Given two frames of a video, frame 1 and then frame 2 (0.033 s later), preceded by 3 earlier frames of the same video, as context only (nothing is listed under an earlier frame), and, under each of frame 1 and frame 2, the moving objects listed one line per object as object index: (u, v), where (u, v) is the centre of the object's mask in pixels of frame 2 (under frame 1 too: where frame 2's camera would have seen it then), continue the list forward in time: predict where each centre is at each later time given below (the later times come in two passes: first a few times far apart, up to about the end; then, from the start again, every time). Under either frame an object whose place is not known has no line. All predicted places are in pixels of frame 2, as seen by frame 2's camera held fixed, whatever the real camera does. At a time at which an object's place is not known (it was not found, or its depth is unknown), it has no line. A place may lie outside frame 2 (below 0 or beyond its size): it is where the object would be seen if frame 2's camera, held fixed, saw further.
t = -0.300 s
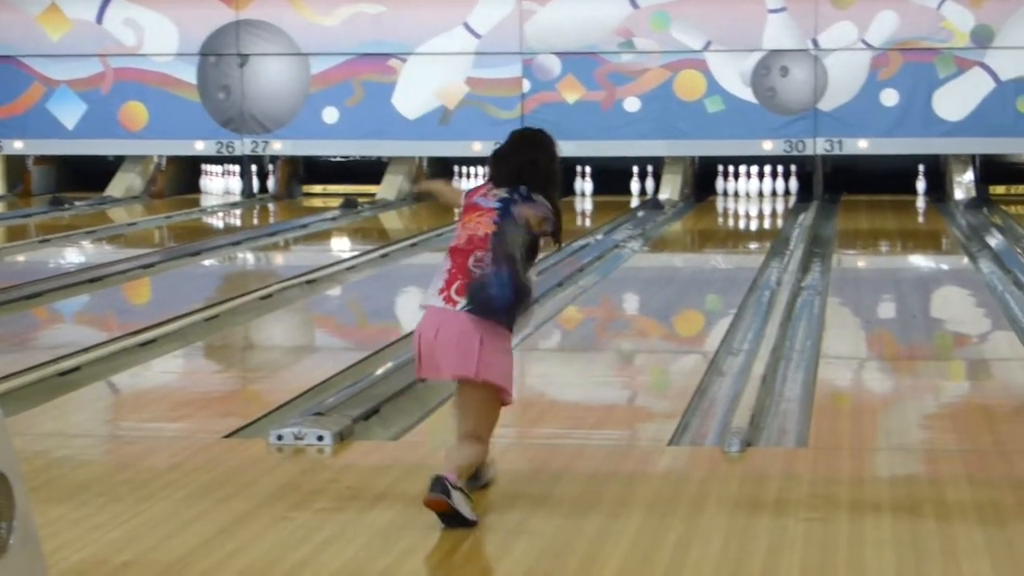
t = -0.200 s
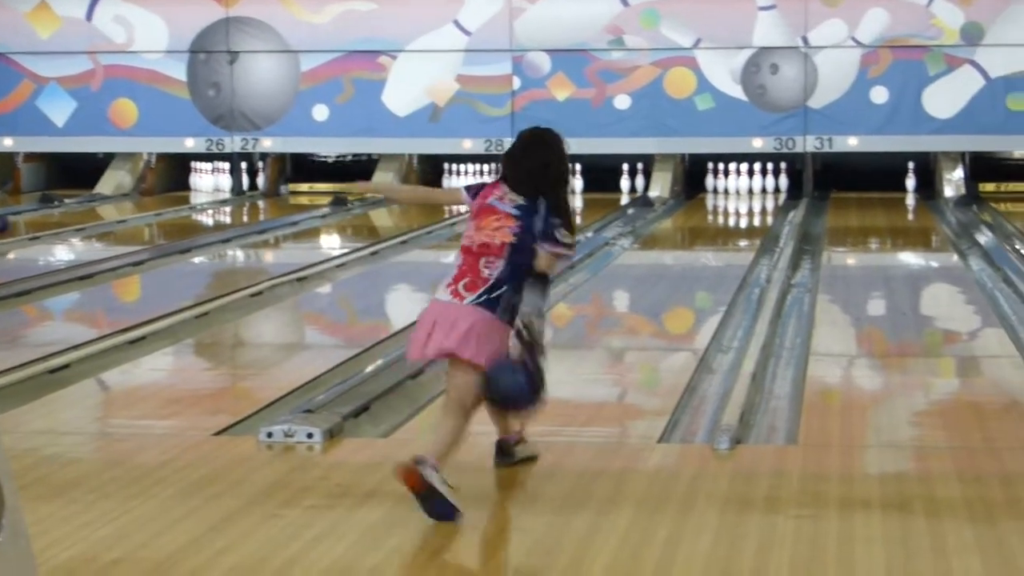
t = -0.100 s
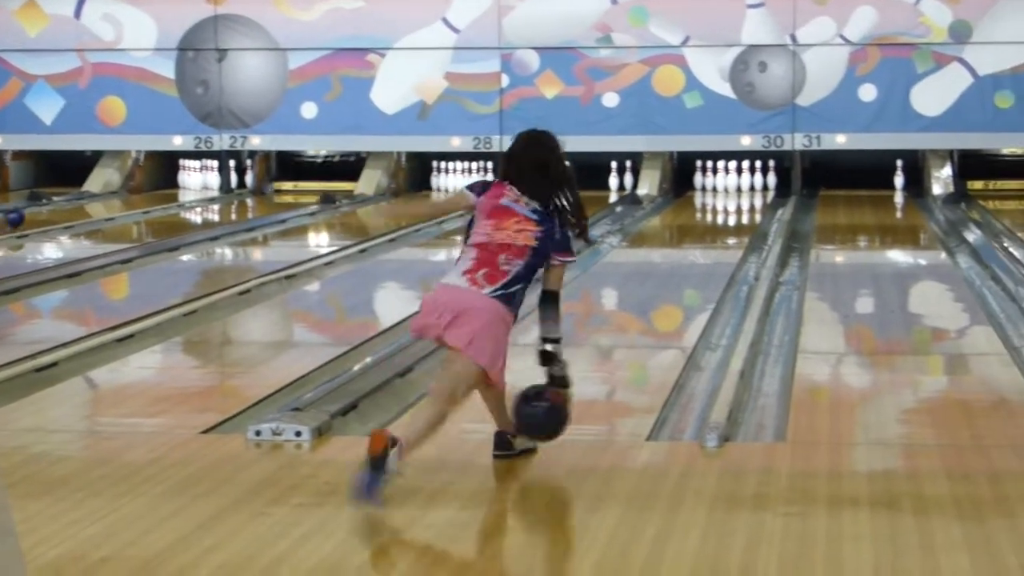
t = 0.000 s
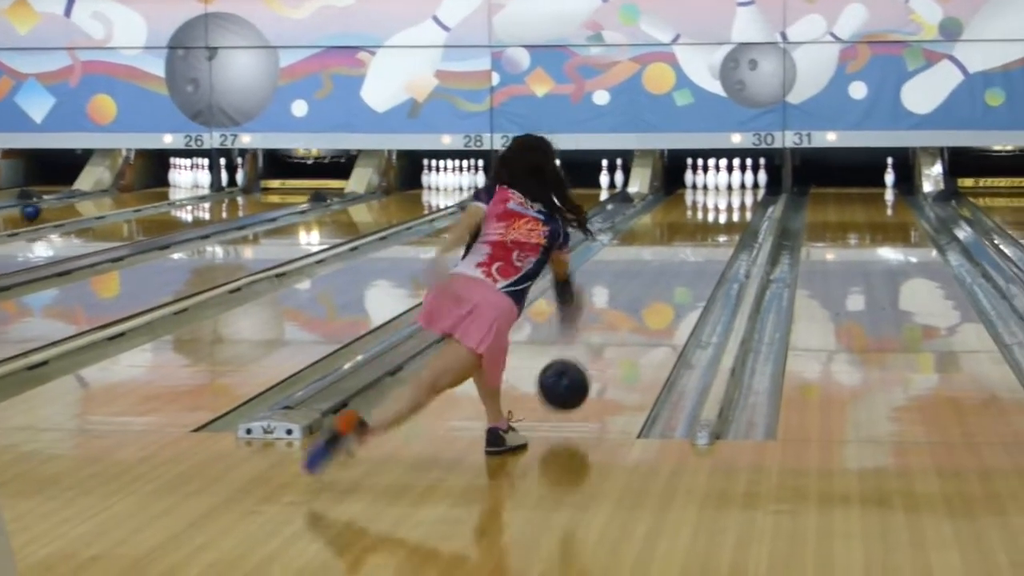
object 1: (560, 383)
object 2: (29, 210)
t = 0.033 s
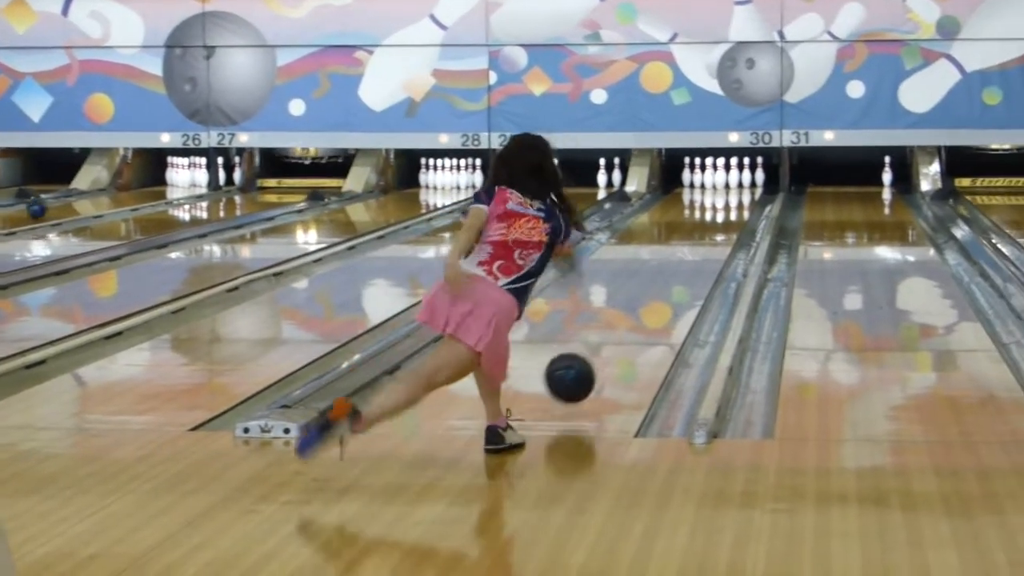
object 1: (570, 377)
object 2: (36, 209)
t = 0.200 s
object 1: (607, 351)
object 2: (72, 201)
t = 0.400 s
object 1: (640, 316)
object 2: (111, 194)
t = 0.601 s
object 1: (665, 289)
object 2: (142, 189)
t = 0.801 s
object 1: (684, 267)
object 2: (168, 183)
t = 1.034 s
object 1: (701, 248)
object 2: (189, 179)
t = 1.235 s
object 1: (712, 234)
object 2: (194, 177)
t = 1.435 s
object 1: (721, 222)
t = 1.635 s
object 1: (727, 212)
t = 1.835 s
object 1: (731, 204)
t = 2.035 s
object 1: (734, 197)
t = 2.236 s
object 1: (733, 190)
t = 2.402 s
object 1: (732, 186)
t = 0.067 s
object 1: (578, 374)
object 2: (44, 207)
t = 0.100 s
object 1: (586, 373)
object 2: (52, 205)
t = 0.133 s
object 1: (593, 363)
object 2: (58, 203)
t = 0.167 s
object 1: (600, 357)
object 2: (65, 203)
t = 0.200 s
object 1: (607, 351)
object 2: (72, 201)
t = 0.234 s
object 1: (613, 345)
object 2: (79, 200)
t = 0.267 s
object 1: (619, 338)
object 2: (85, 198)
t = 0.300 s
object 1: (625, 332)
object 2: (92, 198)
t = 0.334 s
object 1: (630, 327)
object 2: (99, 196)
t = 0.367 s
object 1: (635, 321)
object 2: (105, 195)
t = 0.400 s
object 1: (640, 316)
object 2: (111, 194)
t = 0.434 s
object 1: (645, 311)
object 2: (116, 193)
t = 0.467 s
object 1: (649, 306)
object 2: (120, 192)
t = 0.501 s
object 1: (653, 301)
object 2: (127, 191)
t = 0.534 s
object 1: (657, 297)
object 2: (132, 191)
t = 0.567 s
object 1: (661, 292)
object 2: (137, 190)
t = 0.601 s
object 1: (665, 289)
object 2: (142, 189)
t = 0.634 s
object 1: (668, 285)
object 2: (146, 188)
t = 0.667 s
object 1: (672, 281)
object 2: (151, 186)
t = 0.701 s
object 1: (675, 277)
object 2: (156, 187)
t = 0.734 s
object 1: (678, 274)
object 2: (160, 185)
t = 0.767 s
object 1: (681, 271)
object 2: (164, 184)
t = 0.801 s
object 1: (684, 267)
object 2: (168, 183)
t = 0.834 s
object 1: (687, 264)
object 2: (172, 181)
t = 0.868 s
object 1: (690, 261)
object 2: (175, 181)
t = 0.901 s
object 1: (692, 258)
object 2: (179, 180)
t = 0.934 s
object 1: (694, 256)
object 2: (182, 179)
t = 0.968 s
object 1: (697, 253)
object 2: (184, 179)
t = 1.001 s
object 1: (699, 250)
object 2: (188, 178)
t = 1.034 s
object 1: (701, 248)
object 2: (189, 179)
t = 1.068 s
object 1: (703, 245)
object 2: (191, 178)
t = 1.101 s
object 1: (705, 243)
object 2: (191, 178)
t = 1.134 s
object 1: (707, 241)
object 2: (191, 177)
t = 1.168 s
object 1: (709, 238)
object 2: (192, 178)
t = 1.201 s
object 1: (711, 236)
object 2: (193, 178)
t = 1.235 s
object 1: (712, 234)
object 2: (194, 177)
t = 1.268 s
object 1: (714, 232)
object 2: (195, 178)
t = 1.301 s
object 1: (715, 230)
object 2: (196, 179)
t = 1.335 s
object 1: (717, 227)
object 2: (197, 179)
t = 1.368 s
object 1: (719, 225)
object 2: (197, 181)
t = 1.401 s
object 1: (720, 223)
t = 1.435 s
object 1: (721, 222)
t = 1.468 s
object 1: (722, 221)
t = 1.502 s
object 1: (723, 219)
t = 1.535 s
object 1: (724, 217)
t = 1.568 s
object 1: (725, 215)
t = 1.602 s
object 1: (726, 214)
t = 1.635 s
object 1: (727, 212)
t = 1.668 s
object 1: (728, 210)
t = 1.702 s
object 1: (729, 209)
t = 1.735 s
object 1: (730, 208)
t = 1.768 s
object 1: (730, 206)
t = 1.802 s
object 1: (731, 205)
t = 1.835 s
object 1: (731, 204)
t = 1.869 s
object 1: (732, 202)
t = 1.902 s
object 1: (733, 201)
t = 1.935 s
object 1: (733, 199)
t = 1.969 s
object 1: (733, 199)
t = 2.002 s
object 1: (734, 197)
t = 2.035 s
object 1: (734, 197)
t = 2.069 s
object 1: (734, 196)
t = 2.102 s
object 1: (734, 194)
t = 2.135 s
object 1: (734, 194)
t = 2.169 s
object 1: (734, 192)
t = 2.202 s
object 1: (734, 191)
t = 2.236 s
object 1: (733, 190)
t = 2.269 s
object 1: (733, 189)
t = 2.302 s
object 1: (733, 188)
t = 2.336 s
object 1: (733, 187)
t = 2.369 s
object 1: (732, 187)
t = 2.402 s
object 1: (732, 186)
